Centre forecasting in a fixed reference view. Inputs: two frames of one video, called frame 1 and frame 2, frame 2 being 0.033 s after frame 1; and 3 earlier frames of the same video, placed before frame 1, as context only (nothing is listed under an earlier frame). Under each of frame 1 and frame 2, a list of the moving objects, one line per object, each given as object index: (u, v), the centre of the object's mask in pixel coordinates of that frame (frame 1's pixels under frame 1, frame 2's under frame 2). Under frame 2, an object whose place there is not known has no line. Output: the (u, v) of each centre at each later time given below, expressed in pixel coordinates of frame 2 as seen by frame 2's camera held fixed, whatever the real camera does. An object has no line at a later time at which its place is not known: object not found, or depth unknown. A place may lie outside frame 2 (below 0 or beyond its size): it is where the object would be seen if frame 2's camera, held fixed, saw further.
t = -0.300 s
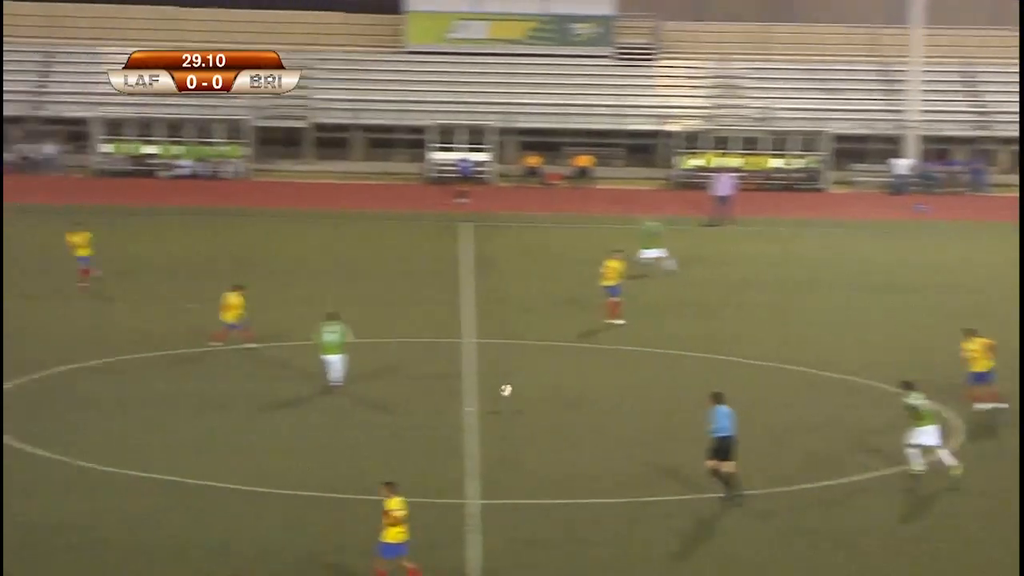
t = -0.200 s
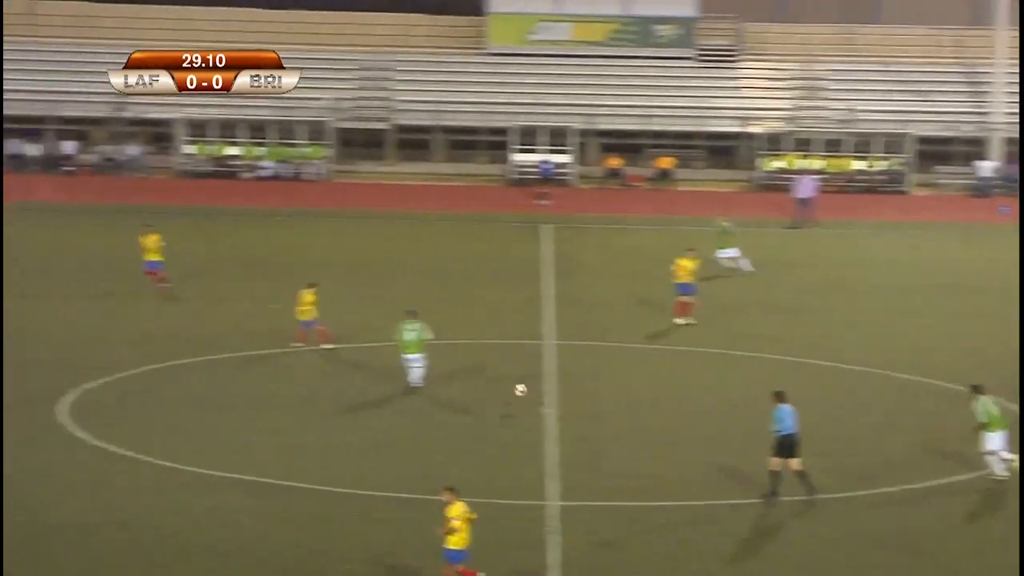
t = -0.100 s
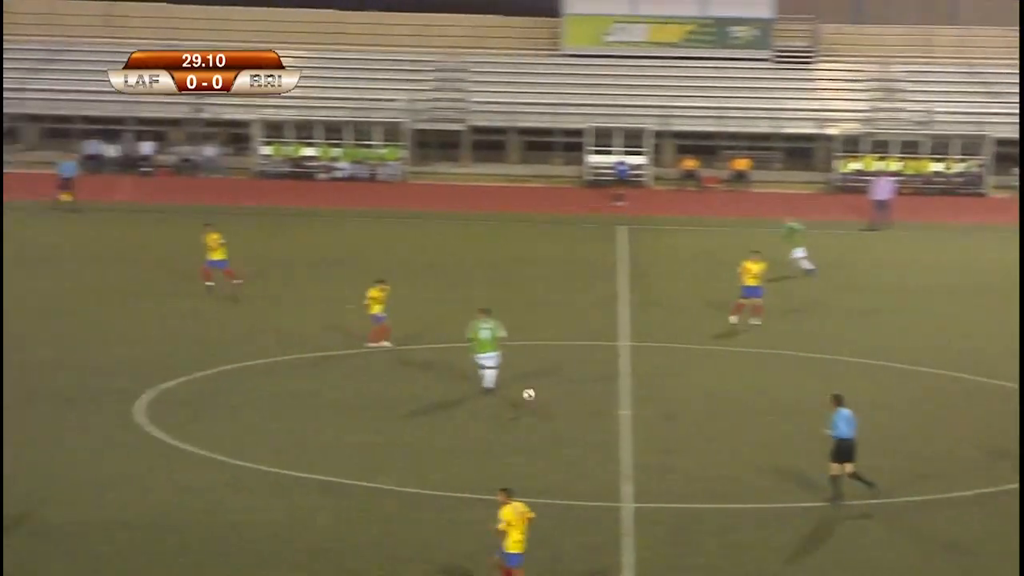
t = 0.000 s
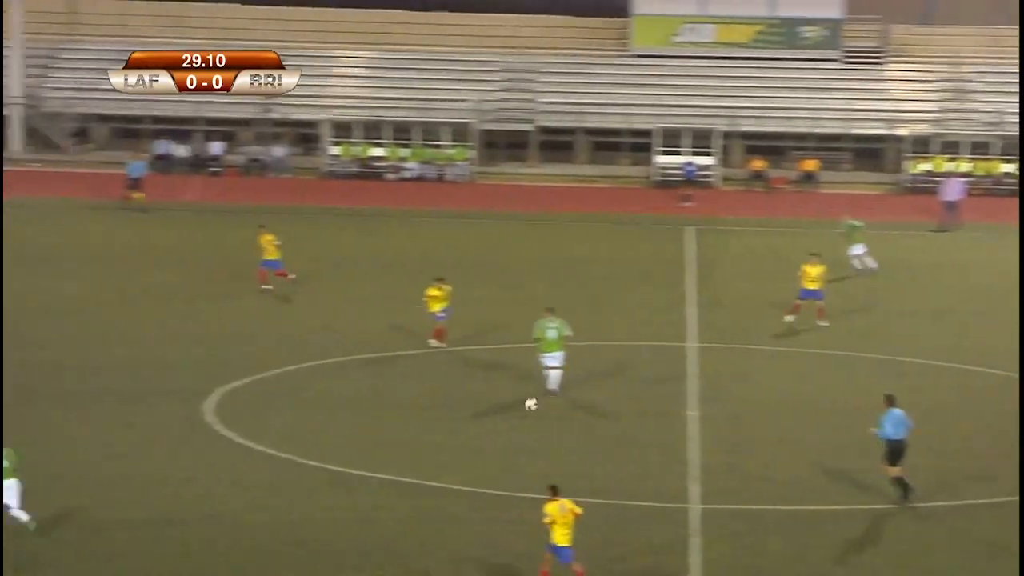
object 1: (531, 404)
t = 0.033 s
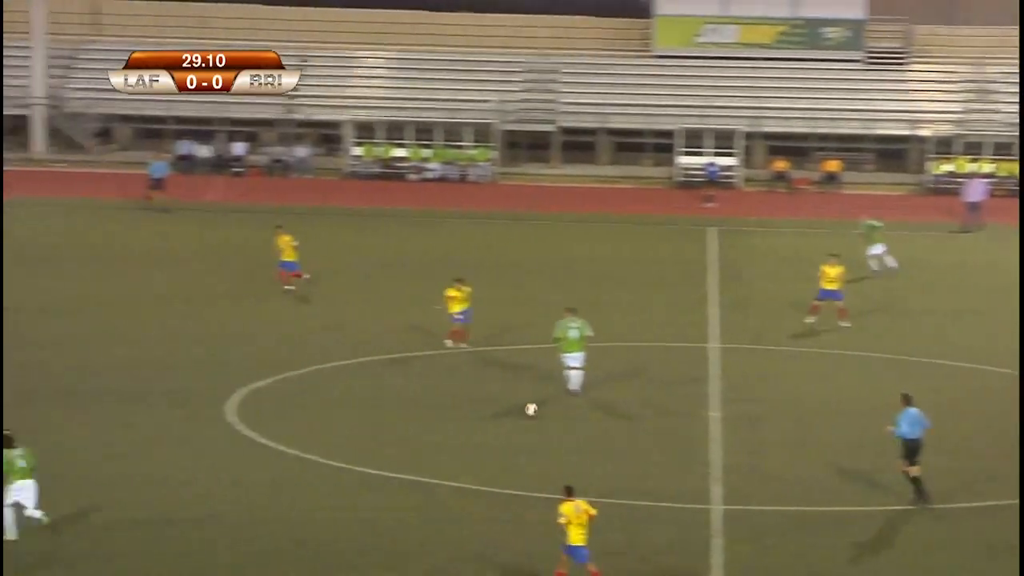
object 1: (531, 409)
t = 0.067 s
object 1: (517, 407)
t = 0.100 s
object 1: (505, 405)
